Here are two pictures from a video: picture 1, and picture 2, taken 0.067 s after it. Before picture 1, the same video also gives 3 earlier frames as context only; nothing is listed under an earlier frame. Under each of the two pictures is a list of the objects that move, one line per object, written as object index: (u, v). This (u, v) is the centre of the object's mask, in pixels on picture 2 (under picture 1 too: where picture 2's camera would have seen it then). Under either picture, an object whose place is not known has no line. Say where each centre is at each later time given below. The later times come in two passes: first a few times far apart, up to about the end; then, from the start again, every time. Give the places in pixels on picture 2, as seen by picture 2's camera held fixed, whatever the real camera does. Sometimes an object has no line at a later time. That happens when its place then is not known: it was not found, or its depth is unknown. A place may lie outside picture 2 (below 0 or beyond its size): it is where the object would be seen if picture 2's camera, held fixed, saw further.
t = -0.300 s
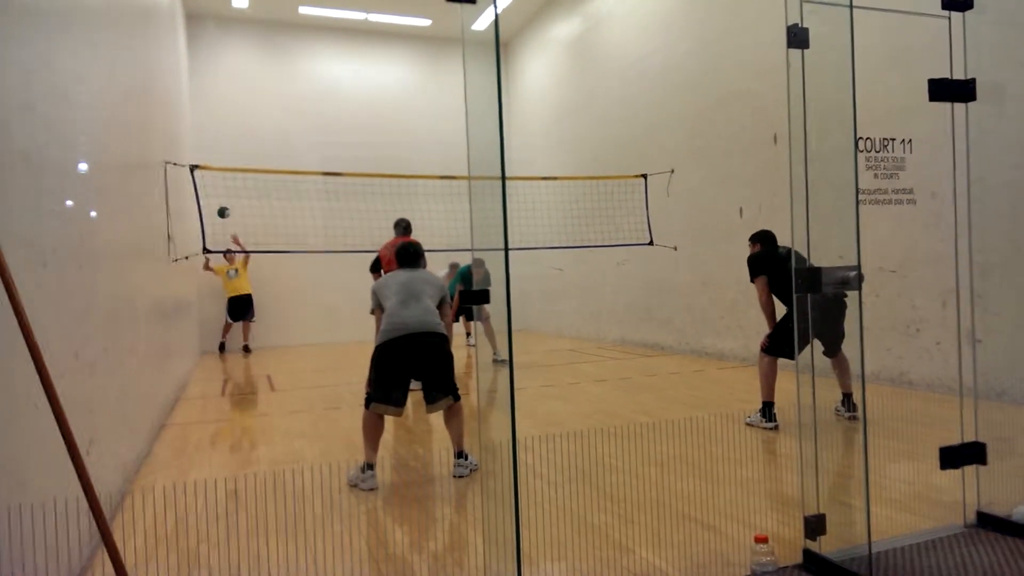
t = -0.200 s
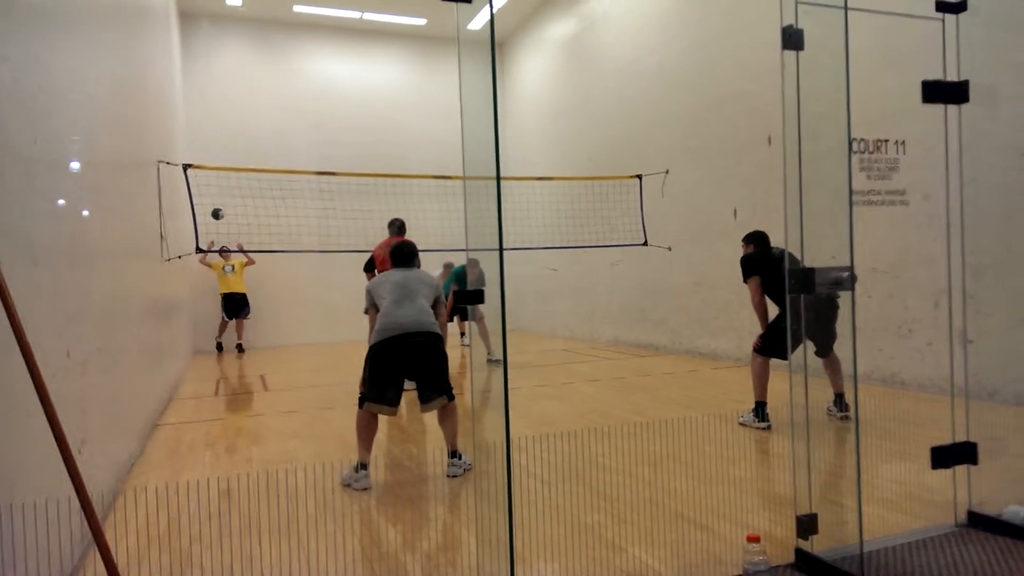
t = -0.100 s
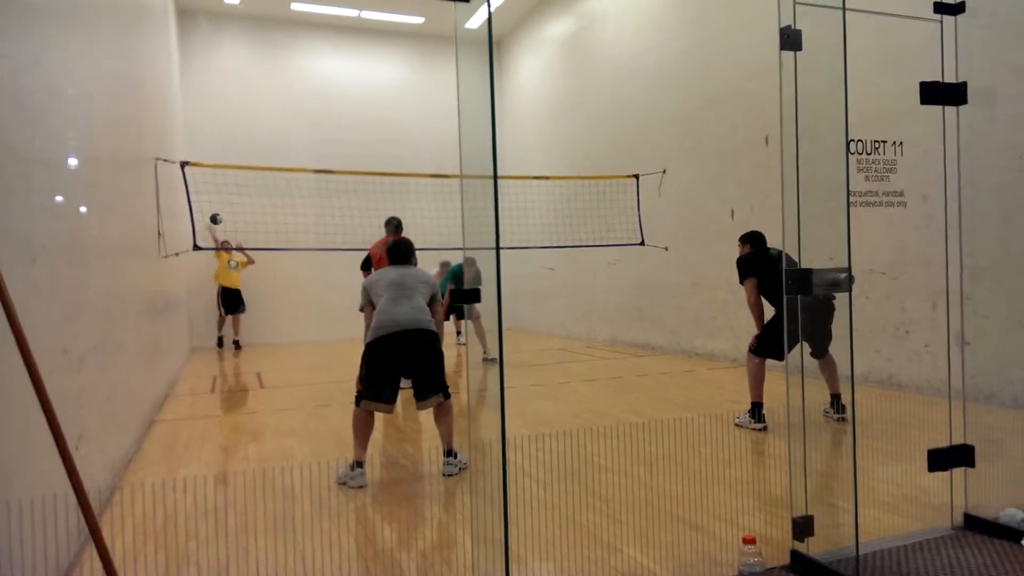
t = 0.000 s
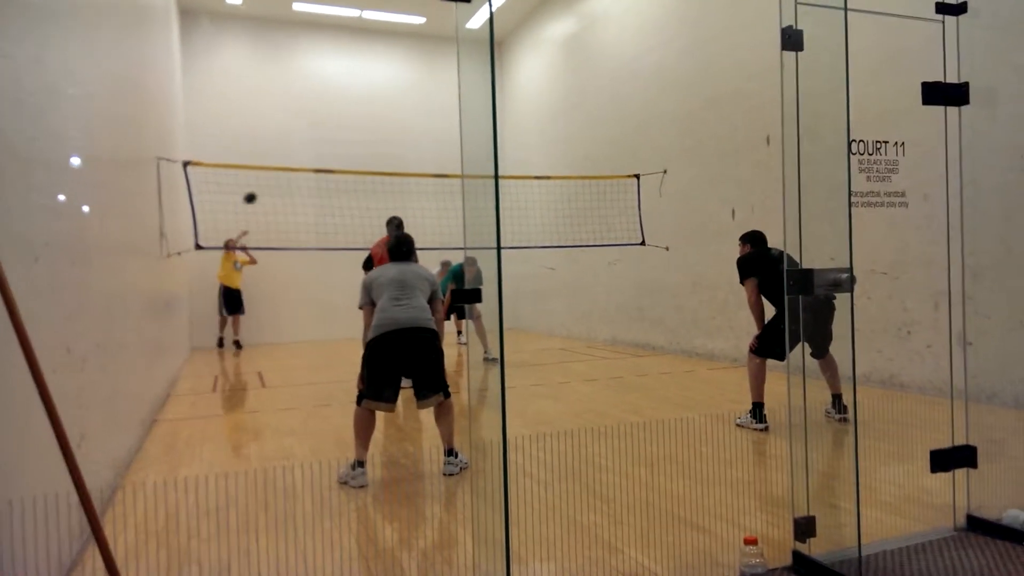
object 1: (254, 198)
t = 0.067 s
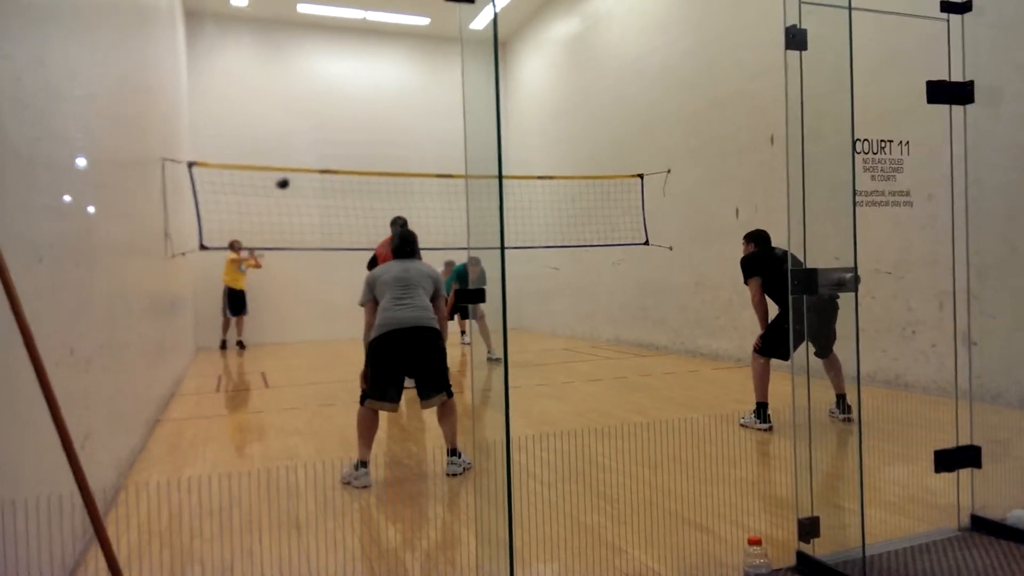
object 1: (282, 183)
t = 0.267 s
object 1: (383, 145)
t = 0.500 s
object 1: (526, 127)
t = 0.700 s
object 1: (694, 151)
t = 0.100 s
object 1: (298, 177)
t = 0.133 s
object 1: (315, 168)
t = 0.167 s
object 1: (330, 162)
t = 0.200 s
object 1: (347, 156)
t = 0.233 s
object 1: (365, 150)
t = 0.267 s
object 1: (383, 145)
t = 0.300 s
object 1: (402, 140)
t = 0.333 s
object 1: (421, 136)
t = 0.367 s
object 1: (441, 132)
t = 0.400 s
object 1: (460, 130)
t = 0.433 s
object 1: (481, 128)
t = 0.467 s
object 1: (505, 127)
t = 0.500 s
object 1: (526, 127)
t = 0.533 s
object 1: (550, 128)
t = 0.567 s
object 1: (576, 131)
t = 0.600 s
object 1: (602, 134)
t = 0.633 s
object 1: (632, 138)
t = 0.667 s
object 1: (662, 144)
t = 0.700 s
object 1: (694, 151)
